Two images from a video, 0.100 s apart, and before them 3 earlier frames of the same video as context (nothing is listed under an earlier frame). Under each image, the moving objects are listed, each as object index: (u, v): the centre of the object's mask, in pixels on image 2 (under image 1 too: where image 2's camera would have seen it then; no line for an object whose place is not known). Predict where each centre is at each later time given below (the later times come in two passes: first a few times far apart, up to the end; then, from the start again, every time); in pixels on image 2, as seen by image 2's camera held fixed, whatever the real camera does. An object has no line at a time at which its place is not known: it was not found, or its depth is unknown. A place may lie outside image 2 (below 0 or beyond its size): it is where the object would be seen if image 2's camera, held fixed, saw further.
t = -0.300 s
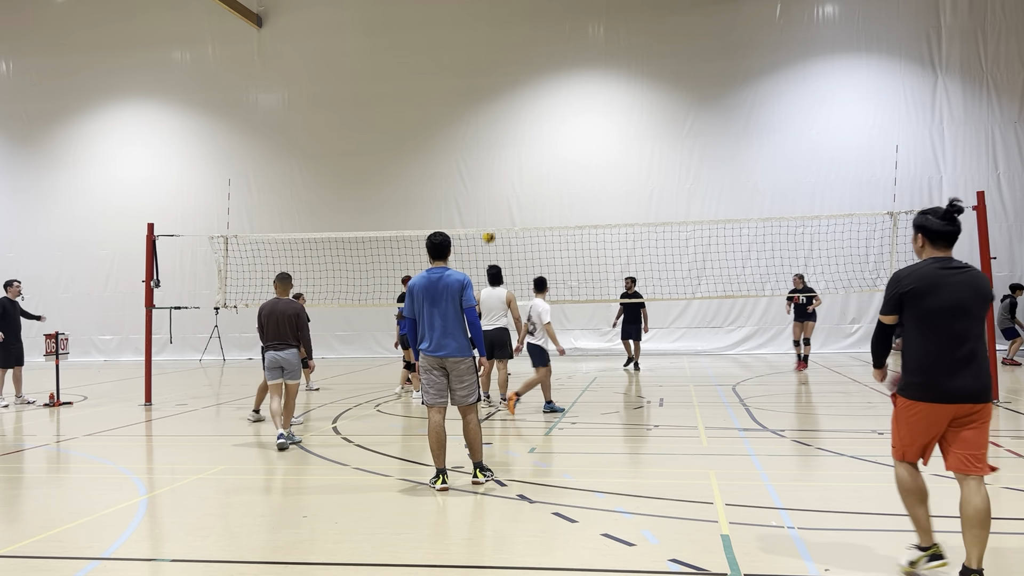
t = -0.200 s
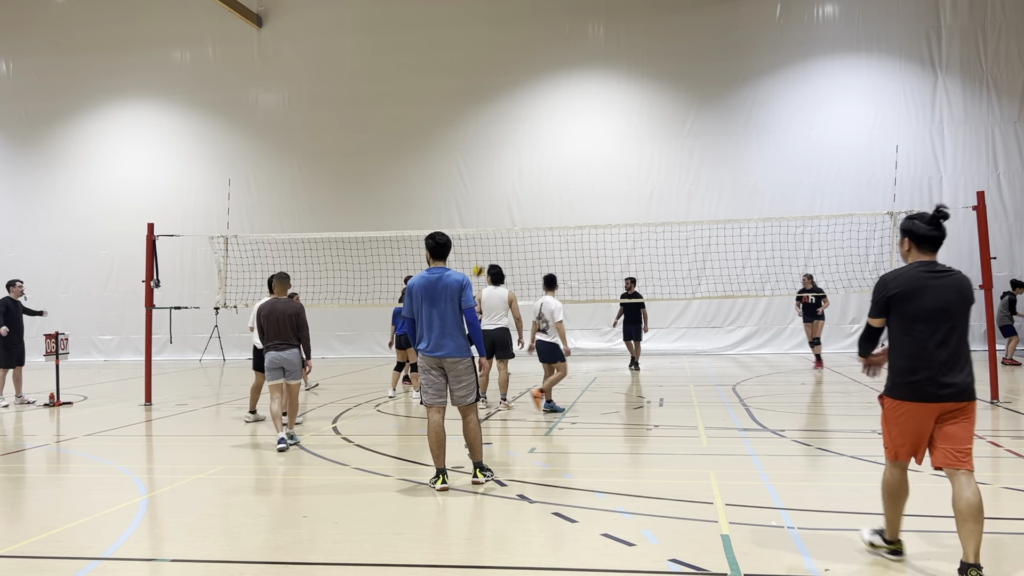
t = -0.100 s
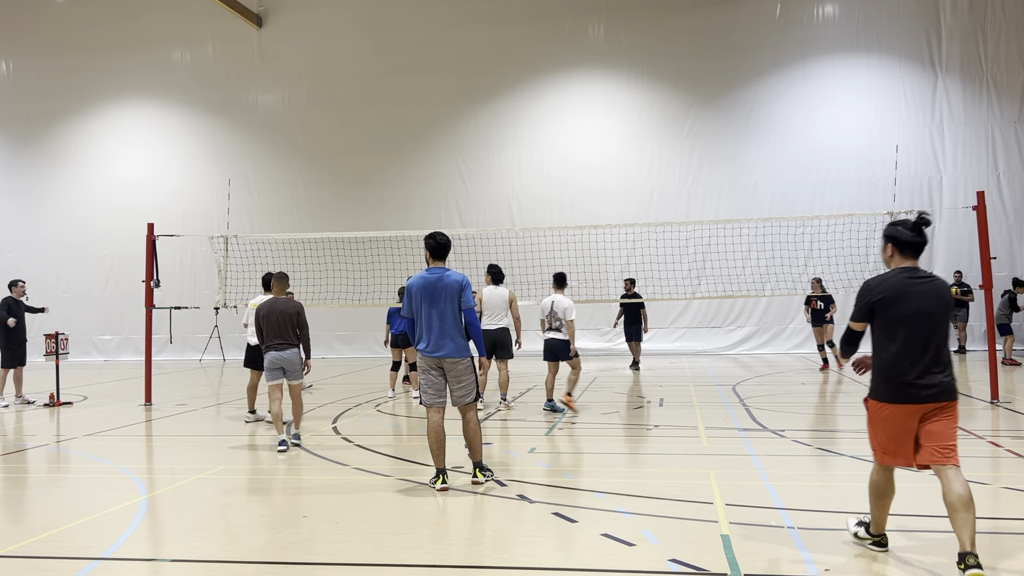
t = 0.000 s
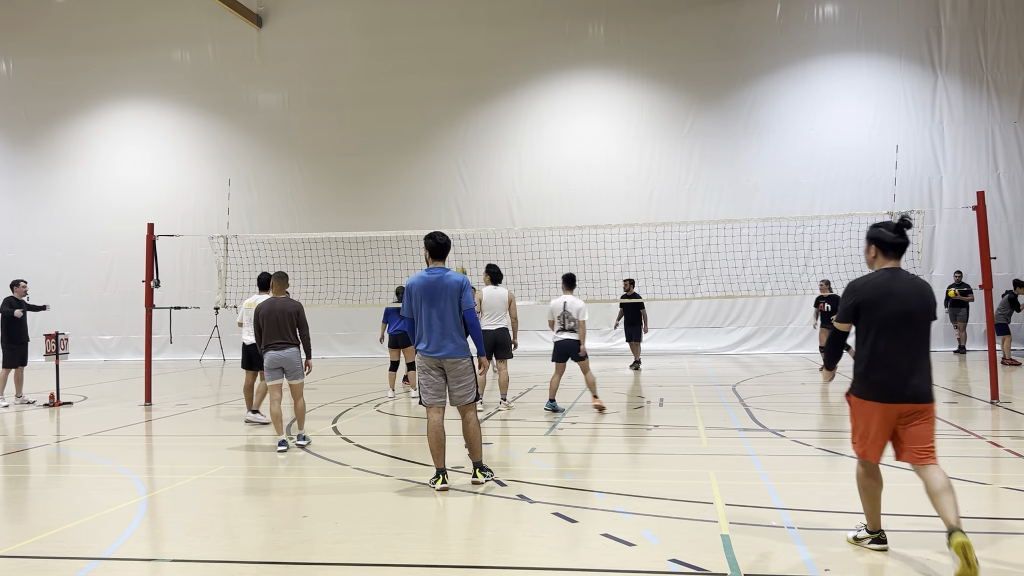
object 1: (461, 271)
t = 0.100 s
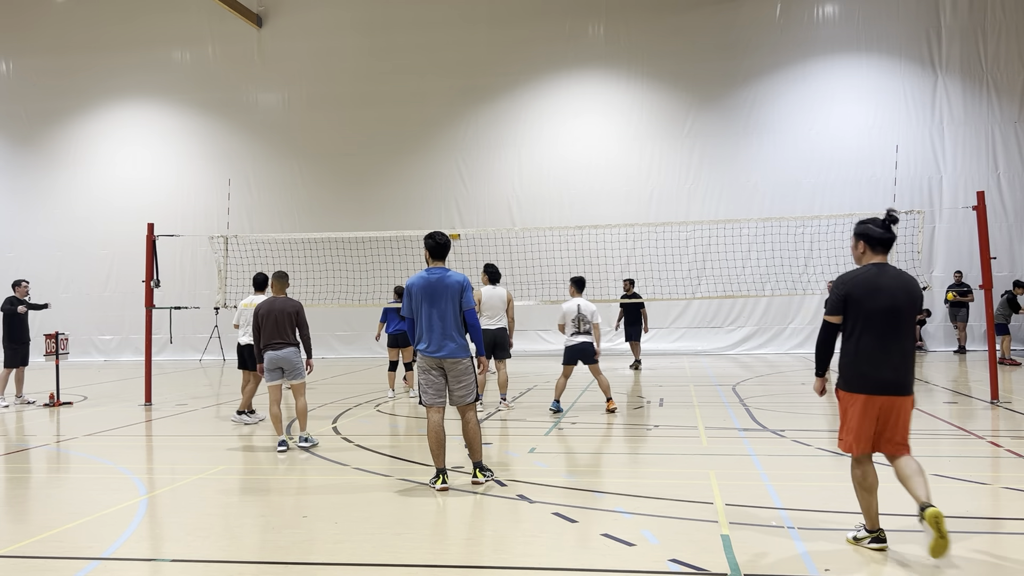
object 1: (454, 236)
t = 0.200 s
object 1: (447, 201)
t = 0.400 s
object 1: (433, 150)
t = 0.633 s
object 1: (416, 118)
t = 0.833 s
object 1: (401, 116)
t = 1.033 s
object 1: (387, 138)
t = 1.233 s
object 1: (374, 186)
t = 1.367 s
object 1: (365, 228)
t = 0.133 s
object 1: (452, 222)
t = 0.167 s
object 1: (449, 211)
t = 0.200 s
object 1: (447, 201)
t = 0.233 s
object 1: (444, 190)
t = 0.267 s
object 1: (442, 181)
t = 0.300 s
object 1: (440, 173)
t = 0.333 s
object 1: (437, 164)
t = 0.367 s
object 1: (435, 157)
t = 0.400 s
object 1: (433, 150)
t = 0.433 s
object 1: (430, 143)
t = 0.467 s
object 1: (428, 138)
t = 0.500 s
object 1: (425, 132)
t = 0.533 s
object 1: (423, 128)
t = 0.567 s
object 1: (421, 124)
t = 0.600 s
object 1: (418, 121)
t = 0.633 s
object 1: (416, 118)
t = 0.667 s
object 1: (413, 116)
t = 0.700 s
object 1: (411, 115)
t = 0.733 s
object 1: (408, 114)
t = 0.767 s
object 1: (406, 114)
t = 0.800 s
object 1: (404, 114)
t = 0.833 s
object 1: (401, 116)
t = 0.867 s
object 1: (399, 118)
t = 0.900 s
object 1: (397, 120)
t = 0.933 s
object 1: (395, 123)
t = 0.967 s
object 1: (392, 128)
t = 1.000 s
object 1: (390, 132)
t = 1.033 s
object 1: (387, 138)
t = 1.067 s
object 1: (385, 144)
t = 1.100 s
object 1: (382, 151)
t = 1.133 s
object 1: (380, 159)
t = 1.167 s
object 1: (378, 167)
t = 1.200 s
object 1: (376, 176)
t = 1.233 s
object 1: (374, 186)
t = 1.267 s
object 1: (372, 197)
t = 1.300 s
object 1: (370, 208)
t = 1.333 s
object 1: (368, 219)
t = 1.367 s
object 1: (365, 228)
